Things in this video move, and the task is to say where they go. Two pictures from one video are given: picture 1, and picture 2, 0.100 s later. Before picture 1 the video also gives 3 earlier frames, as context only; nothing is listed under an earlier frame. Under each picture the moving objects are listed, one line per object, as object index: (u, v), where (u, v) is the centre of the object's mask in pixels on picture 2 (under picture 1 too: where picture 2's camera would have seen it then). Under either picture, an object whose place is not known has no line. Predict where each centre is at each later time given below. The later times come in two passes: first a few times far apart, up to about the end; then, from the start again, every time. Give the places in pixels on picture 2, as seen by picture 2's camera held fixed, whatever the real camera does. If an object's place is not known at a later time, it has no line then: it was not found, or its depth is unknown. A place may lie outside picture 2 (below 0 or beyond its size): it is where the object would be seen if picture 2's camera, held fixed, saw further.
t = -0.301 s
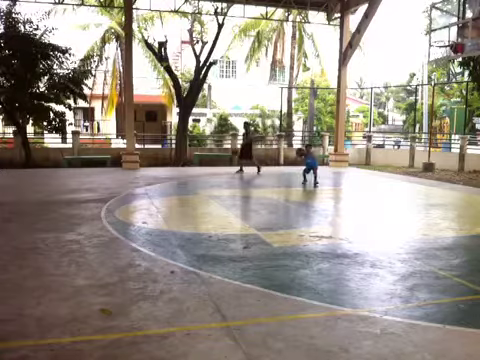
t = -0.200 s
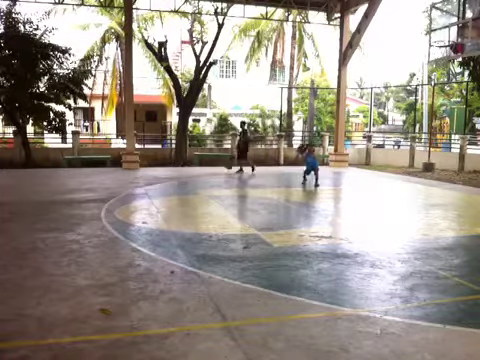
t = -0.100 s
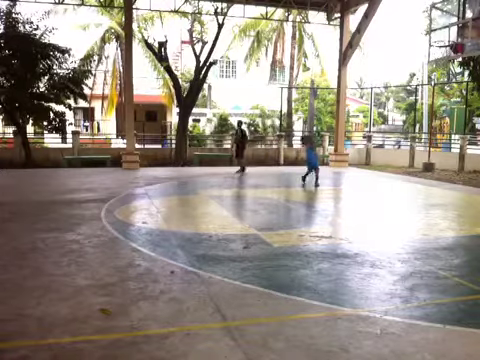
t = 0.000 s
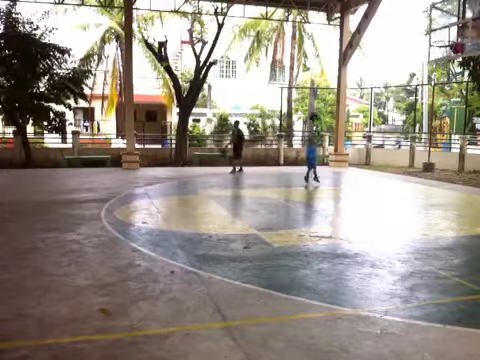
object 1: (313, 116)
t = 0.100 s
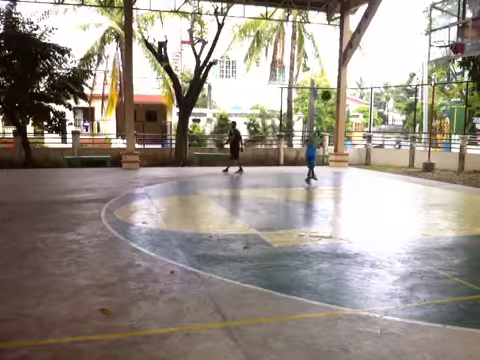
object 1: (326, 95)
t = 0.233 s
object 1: (344, 69)
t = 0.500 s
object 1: (381, 38)
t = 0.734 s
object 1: (417, 37)
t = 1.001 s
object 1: (400, 35)
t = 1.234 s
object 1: (371, 55)
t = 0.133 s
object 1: (330, 88)
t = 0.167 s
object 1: (334, 81)
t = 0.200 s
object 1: (339, 75)
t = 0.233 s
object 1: (344, 69)
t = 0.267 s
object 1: (348, 64)
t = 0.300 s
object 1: (353, 59)
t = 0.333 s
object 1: (358, 54)
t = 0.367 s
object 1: (362, 50)
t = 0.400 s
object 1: (366, 47)
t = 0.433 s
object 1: (371, 43)
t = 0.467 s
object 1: (376, 40)
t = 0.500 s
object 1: (381, 38)
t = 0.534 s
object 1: (386, 37)
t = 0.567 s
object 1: (391, 35)
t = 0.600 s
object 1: (396, 35)
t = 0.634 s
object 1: (401, 34)
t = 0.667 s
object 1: (407, 35)
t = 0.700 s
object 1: (412, 36)
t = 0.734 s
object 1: (417, 37)
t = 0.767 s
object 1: (423, 39)
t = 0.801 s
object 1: (424, 40)
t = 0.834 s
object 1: (420, 37)
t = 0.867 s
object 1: (416, 36)
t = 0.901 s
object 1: (412, 35)
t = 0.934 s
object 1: (408, 34)
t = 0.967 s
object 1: (404, 34)
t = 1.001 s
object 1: (400, 35)
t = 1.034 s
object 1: (396, 36)
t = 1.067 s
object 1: (392, 37)
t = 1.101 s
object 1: (387, 40)
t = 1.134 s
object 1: (383, 43)
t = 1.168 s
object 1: (379, 46)
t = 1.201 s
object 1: (375, 50)
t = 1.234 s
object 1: (371, 55)
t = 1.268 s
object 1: (367, 59)
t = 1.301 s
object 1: (362, 65)
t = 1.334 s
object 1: (358, 72)
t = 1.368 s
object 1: (354, 79)
